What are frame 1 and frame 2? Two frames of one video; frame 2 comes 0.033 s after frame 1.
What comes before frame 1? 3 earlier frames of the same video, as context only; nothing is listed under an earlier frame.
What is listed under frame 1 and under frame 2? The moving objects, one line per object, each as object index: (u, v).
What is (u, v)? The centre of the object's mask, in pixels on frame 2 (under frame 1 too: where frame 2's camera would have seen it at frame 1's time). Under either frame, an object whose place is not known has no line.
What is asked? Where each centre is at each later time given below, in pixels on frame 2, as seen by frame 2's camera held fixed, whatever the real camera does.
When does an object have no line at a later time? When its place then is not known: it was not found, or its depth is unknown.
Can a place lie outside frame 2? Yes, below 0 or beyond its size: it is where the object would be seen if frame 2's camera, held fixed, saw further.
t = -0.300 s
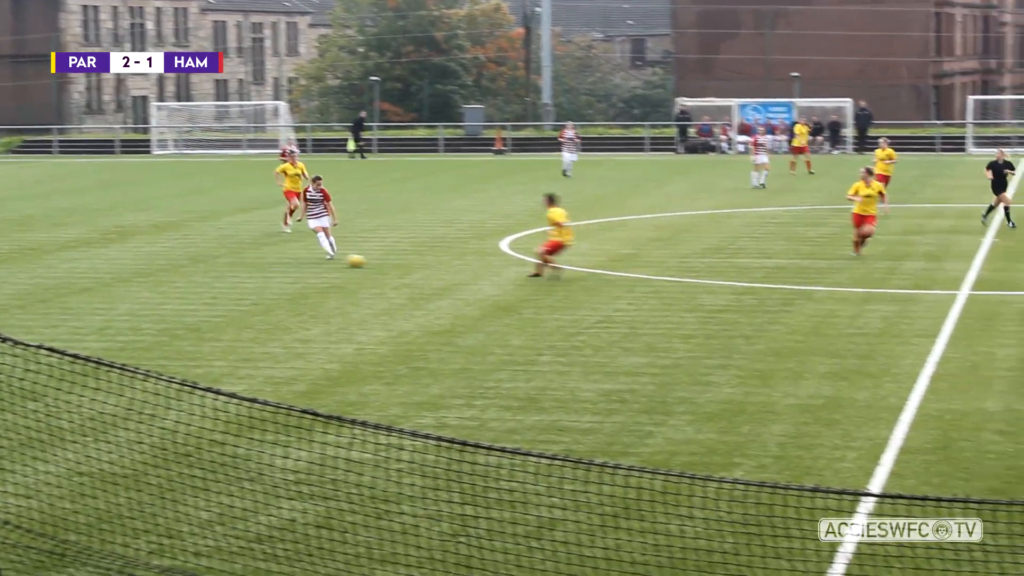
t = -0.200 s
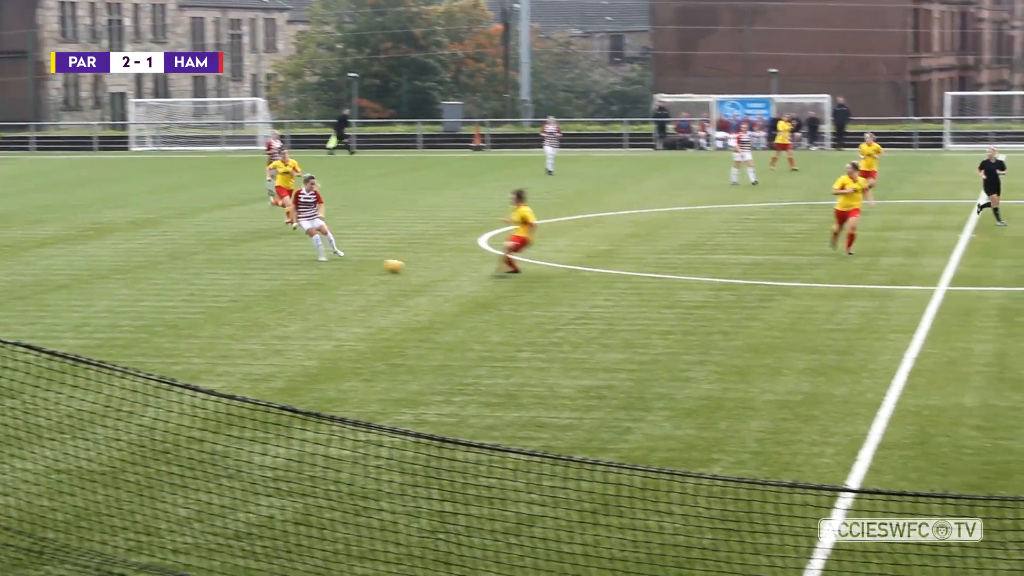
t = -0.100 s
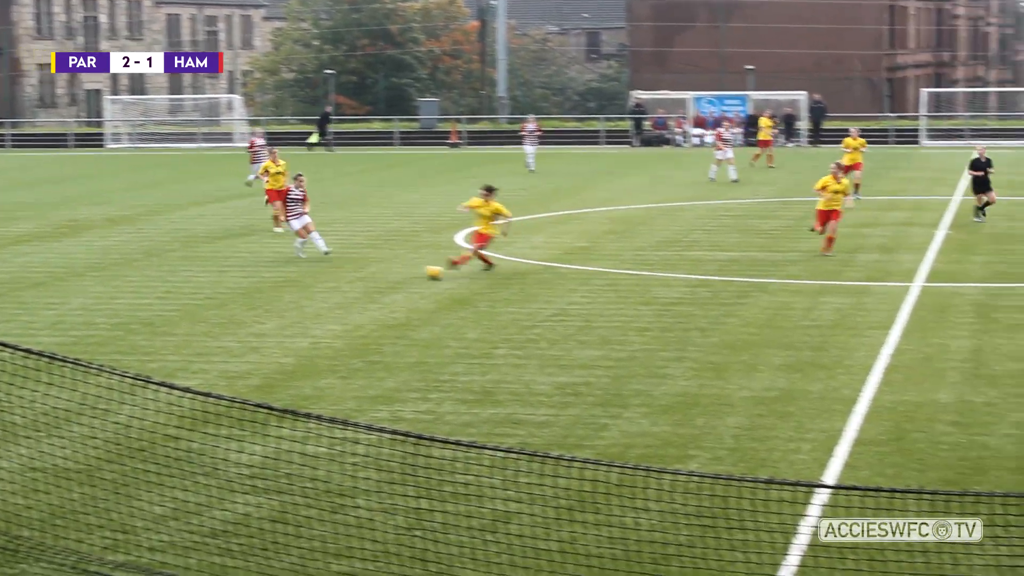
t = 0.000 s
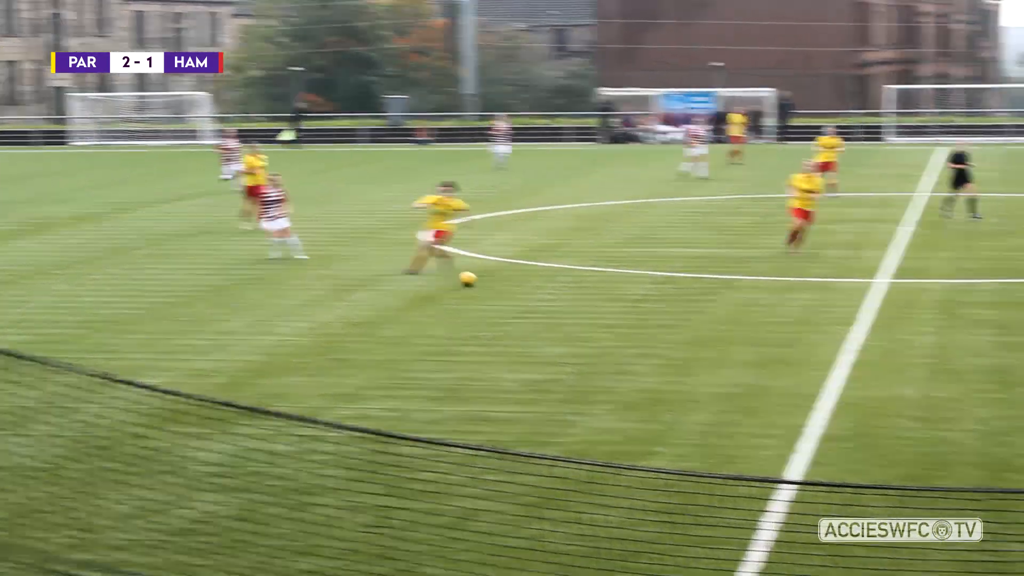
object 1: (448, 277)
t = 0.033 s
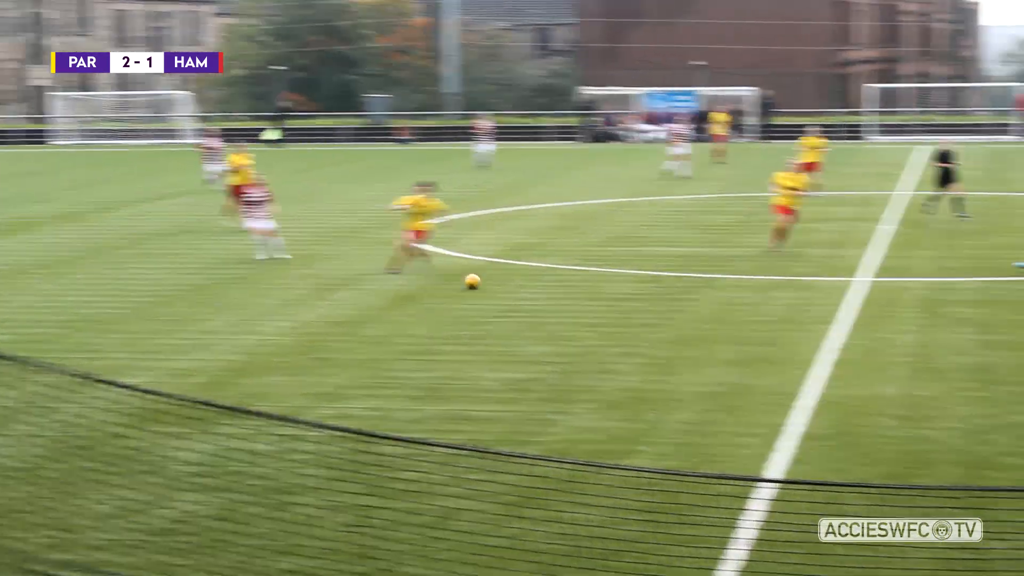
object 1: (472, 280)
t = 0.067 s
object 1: (494, 283)
